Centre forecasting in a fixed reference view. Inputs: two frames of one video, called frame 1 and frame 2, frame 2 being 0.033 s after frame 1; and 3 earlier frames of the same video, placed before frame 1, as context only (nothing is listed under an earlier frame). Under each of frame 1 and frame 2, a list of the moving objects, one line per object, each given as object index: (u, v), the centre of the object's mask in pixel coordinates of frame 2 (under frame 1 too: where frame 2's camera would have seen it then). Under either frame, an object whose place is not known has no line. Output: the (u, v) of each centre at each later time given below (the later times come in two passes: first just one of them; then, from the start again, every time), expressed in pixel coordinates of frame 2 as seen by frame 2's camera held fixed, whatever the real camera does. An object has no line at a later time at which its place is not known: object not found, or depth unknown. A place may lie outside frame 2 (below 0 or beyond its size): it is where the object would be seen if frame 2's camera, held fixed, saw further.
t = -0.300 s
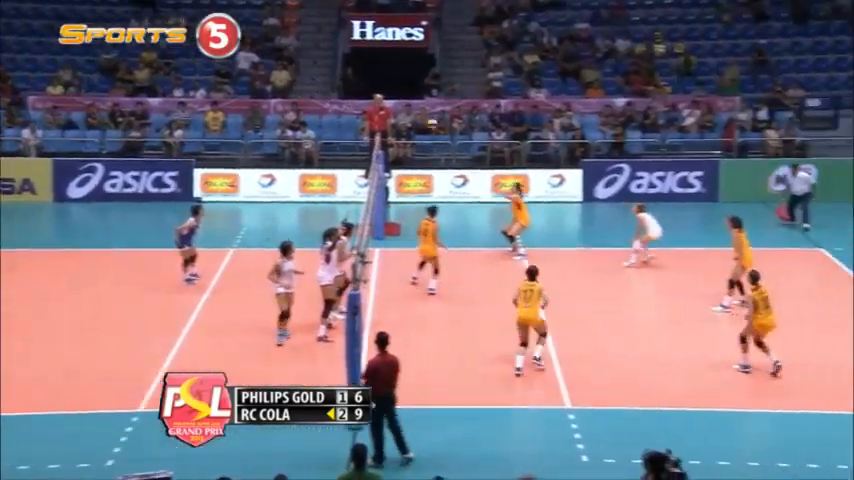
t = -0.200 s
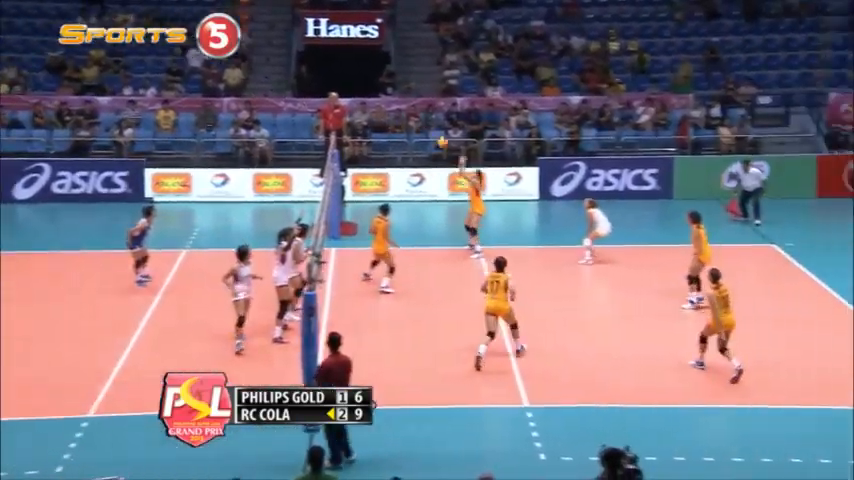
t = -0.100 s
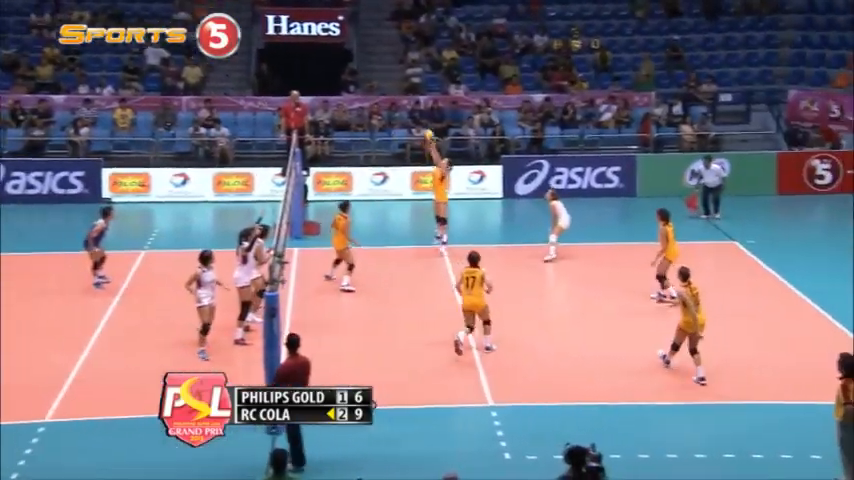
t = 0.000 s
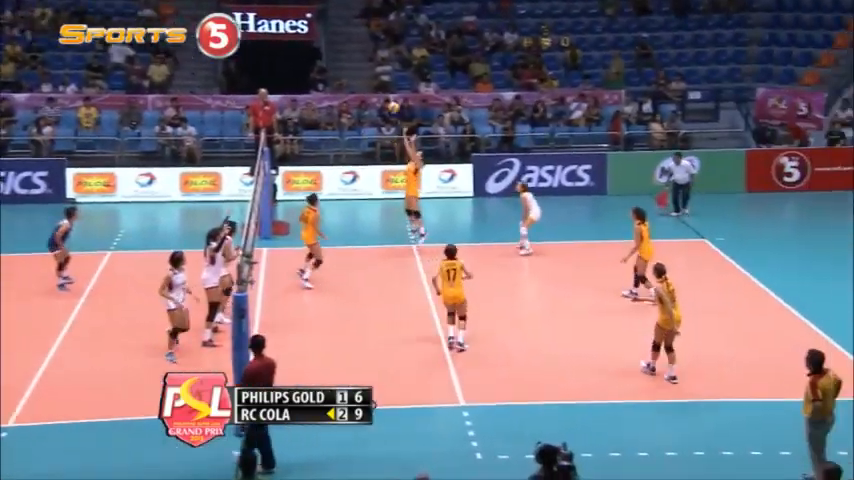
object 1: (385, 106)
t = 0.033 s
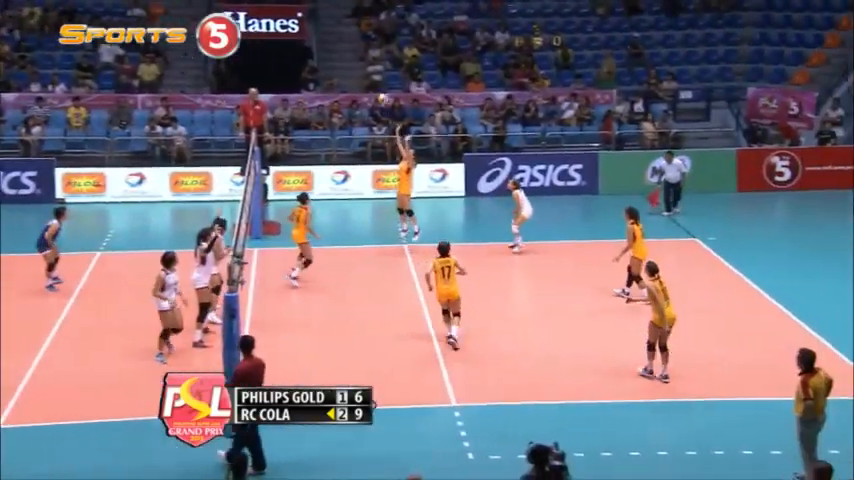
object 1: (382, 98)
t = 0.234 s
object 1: (374, 66)
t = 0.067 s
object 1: (381, 91)
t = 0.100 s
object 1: (380, 86)
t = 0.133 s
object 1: (378, 80)
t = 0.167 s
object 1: (376, 75)
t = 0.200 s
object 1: (374, 69)
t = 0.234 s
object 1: (374, 66)
